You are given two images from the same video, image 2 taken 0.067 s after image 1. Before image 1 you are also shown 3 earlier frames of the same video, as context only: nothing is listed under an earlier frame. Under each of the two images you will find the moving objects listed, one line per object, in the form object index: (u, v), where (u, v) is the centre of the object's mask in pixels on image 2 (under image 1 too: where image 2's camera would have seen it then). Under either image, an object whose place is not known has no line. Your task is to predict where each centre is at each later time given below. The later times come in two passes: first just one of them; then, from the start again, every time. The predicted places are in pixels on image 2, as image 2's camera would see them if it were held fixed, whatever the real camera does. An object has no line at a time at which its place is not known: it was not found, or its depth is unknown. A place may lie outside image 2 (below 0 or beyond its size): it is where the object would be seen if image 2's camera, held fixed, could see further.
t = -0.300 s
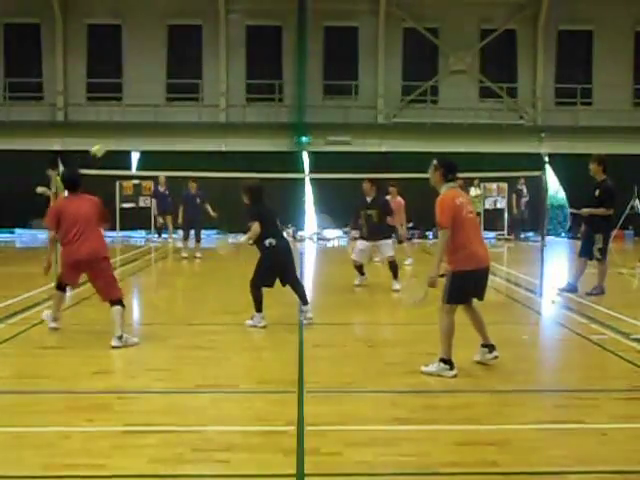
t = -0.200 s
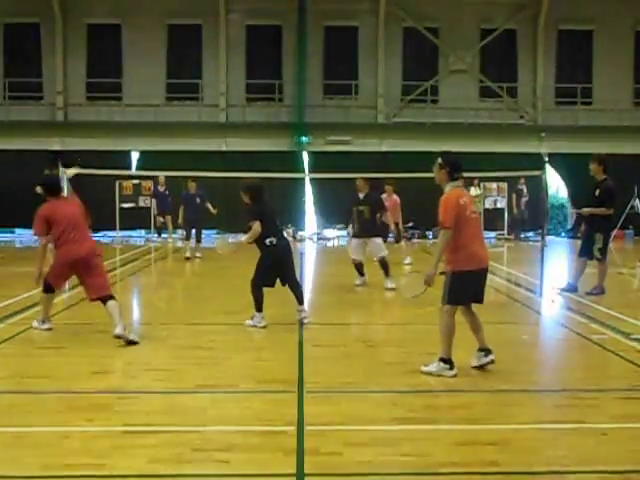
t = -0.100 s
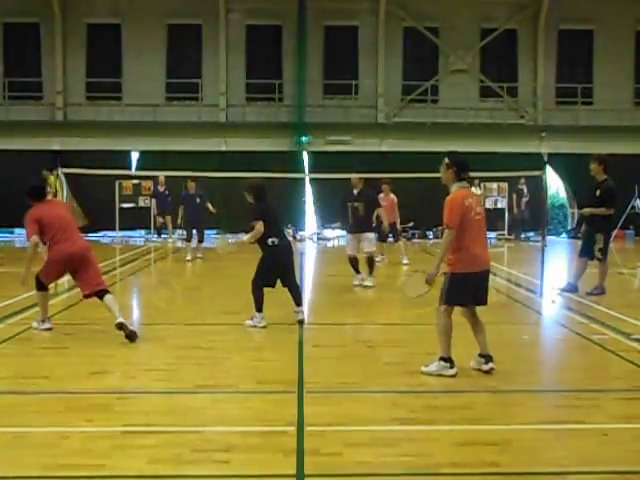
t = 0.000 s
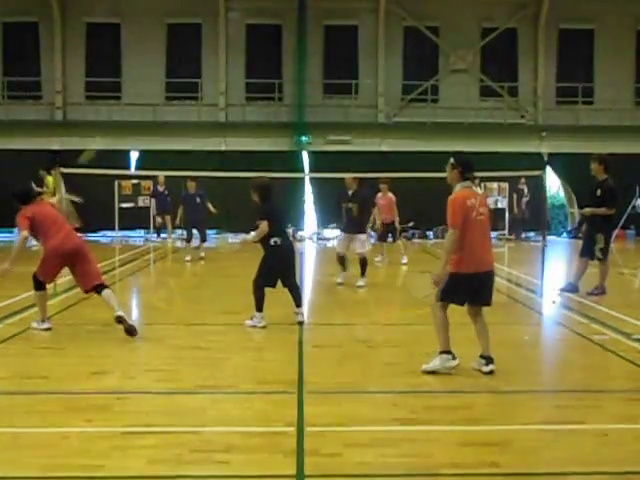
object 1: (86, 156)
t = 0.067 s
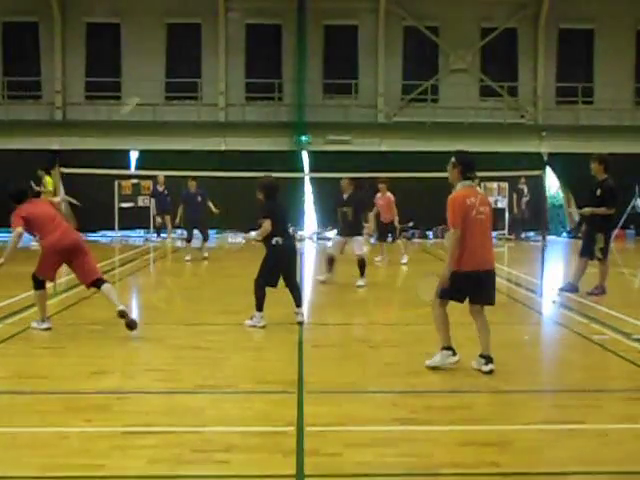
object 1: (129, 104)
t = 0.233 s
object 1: (190, 55)
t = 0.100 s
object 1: (145, 89)
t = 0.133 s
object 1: (158, 79)
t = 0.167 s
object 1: (169, 69)
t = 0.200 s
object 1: (180, 62)
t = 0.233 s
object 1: (190, 55)
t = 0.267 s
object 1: (198, 50)
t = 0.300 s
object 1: (205, 45)
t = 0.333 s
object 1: (212, 42)
